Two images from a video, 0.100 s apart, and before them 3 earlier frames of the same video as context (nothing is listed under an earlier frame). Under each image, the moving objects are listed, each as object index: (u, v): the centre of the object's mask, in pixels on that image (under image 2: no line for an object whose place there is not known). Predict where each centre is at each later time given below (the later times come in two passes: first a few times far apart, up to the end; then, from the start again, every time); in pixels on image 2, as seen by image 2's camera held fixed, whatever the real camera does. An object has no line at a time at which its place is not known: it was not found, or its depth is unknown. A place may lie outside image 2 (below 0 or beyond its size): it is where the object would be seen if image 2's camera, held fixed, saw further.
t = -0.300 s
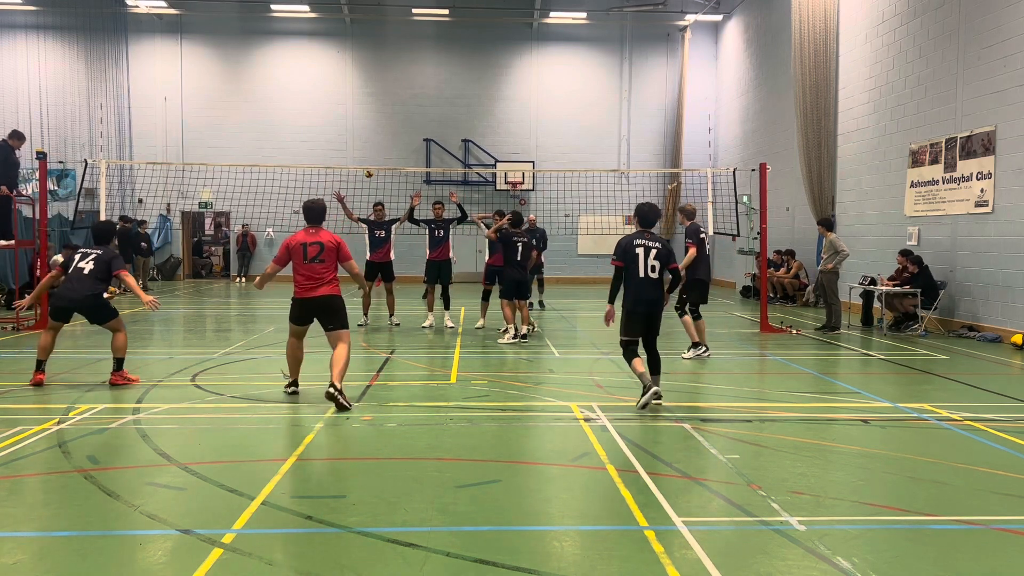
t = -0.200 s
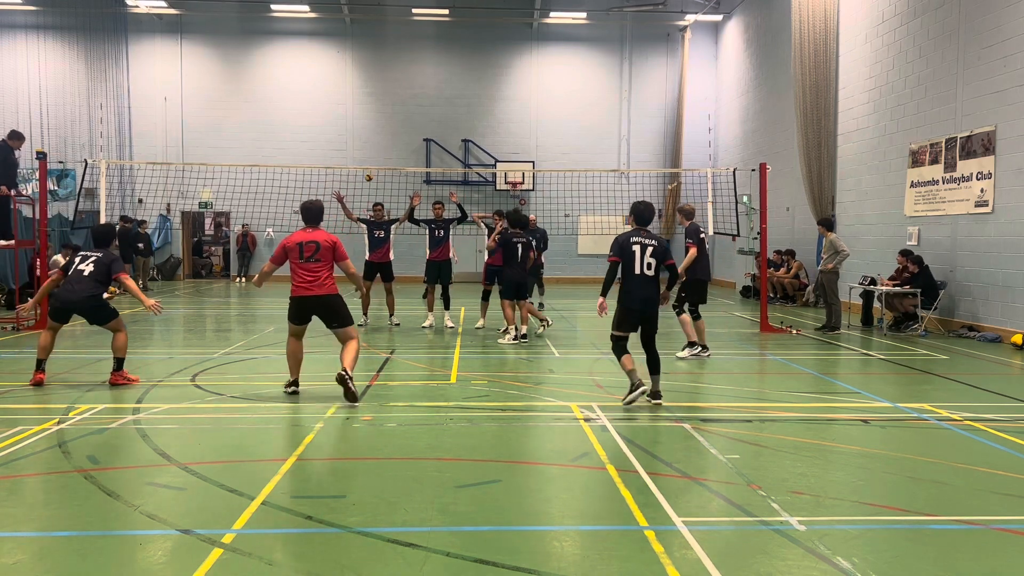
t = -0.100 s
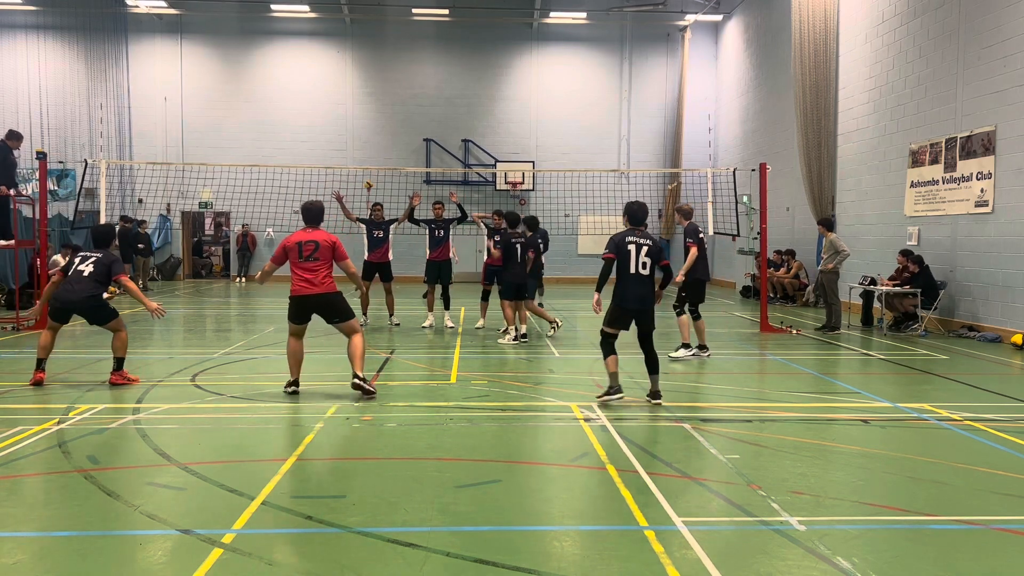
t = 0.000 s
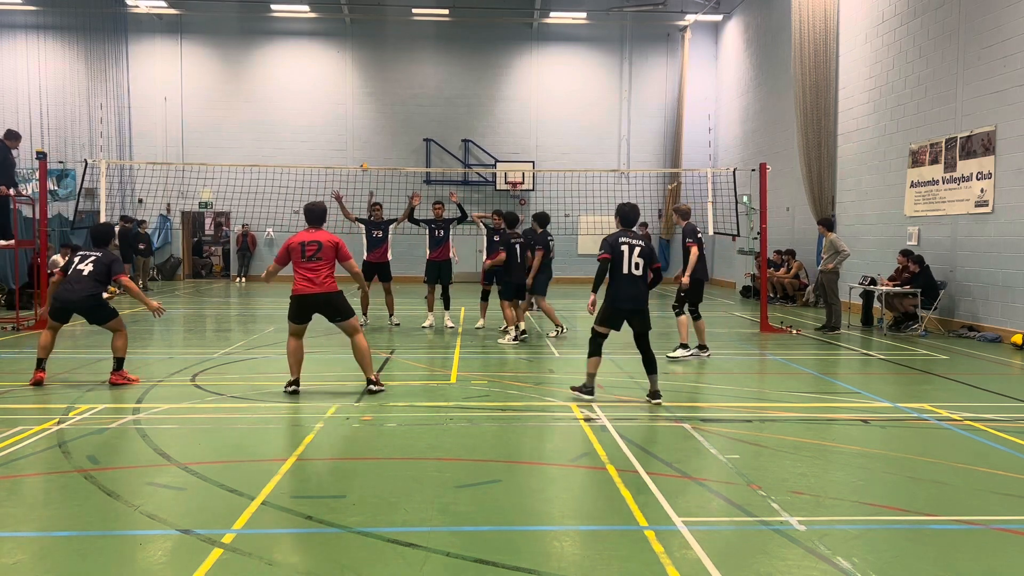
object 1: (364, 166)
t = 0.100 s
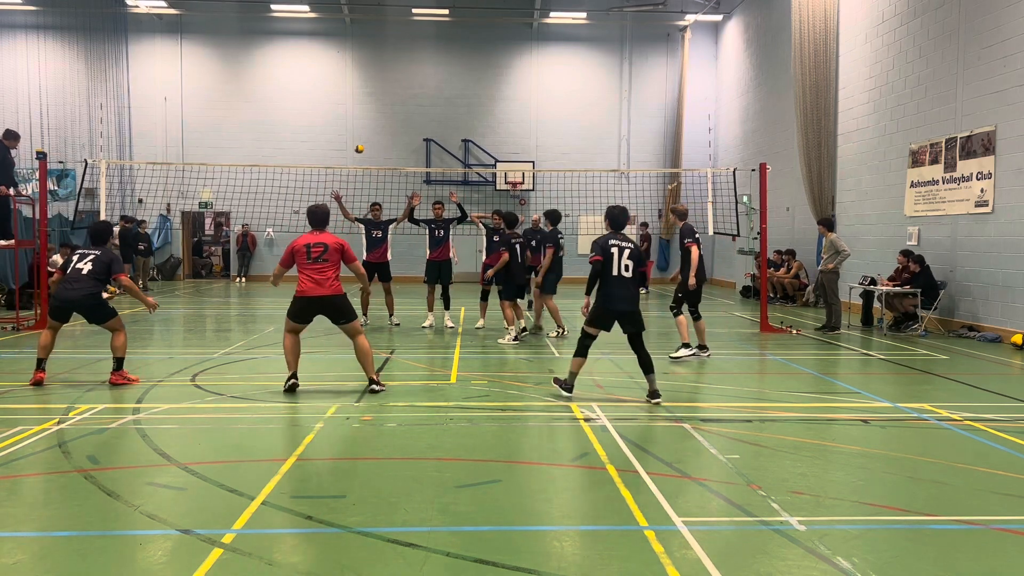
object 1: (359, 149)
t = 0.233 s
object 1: (351, 127)
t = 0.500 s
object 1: (337, 100)
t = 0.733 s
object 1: (318, 104)
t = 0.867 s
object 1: (304, 127)
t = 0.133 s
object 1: (357, 143)
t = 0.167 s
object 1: (355, 138)
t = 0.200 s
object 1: (353, 132)
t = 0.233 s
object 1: (351, 127)
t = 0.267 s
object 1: (350, 122)
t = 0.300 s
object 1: (348, 118)
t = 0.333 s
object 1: (347, 114)
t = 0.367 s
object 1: (345, 110)
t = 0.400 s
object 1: (343, 107)
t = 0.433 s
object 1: (341, 104)
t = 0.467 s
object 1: (340, 102)
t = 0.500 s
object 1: (337, 100)
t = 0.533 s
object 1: (335, 99)
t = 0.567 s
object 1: (333, 98)
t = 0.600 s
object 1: (331, 97)
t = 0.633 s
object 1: (328, 98)
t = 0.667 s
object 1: (325, 99)
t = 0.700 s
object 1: (321, 101)
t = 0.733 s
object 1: (318, 104)
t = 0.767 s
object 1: (314, 108)
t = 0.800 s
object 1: (311, 113)
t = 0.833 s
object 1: (307, 119)
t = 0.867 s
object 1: (304, 127)
